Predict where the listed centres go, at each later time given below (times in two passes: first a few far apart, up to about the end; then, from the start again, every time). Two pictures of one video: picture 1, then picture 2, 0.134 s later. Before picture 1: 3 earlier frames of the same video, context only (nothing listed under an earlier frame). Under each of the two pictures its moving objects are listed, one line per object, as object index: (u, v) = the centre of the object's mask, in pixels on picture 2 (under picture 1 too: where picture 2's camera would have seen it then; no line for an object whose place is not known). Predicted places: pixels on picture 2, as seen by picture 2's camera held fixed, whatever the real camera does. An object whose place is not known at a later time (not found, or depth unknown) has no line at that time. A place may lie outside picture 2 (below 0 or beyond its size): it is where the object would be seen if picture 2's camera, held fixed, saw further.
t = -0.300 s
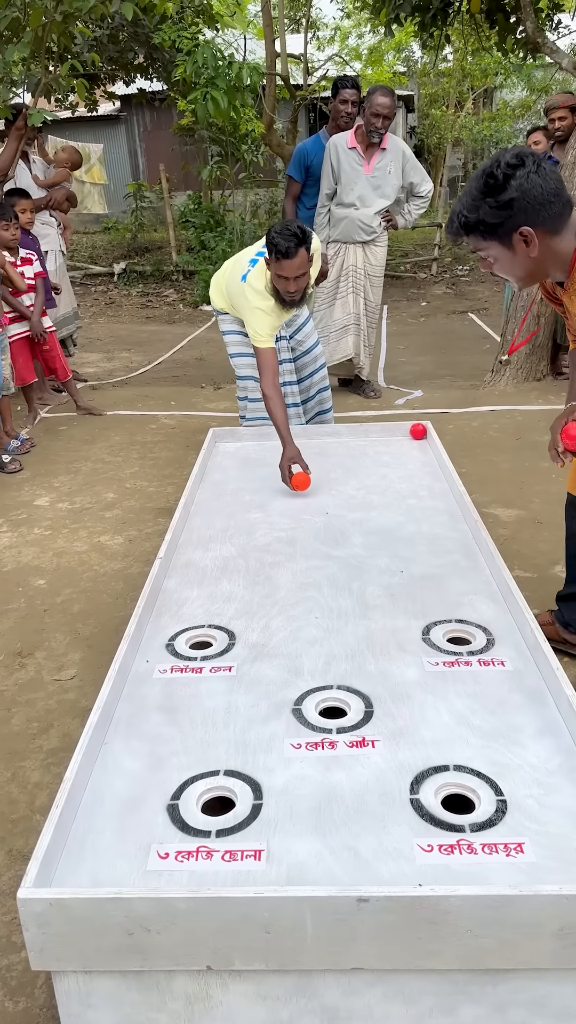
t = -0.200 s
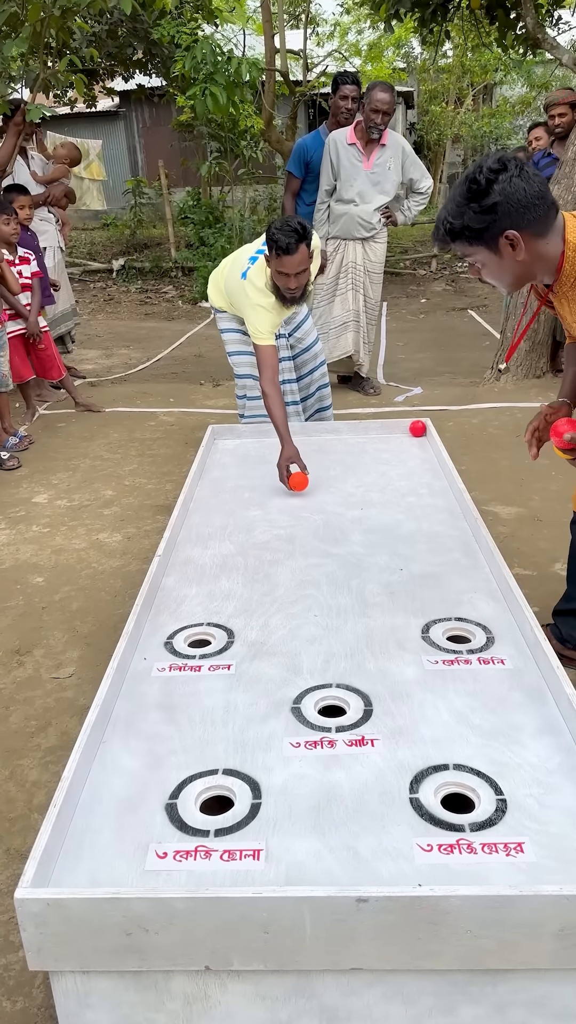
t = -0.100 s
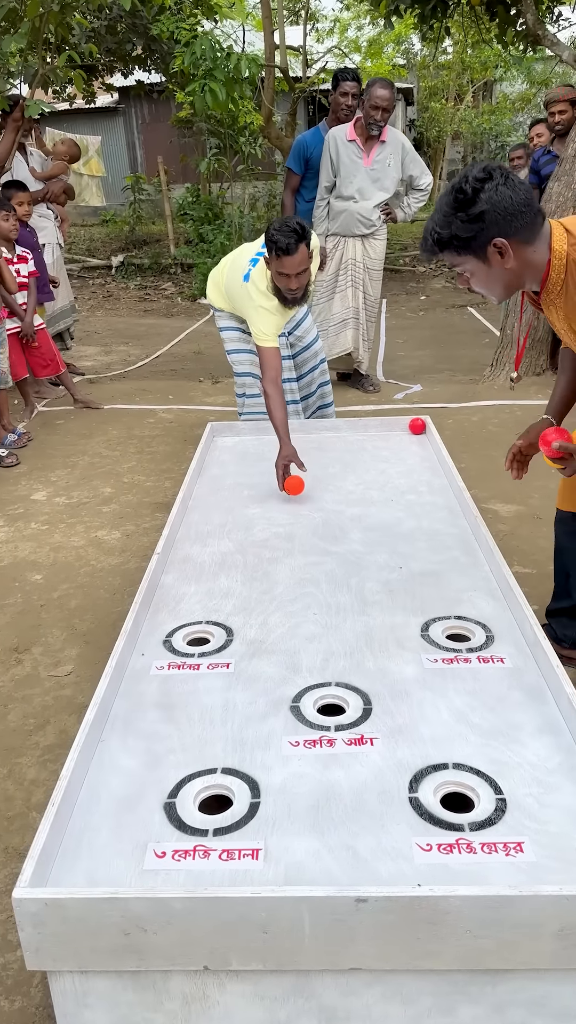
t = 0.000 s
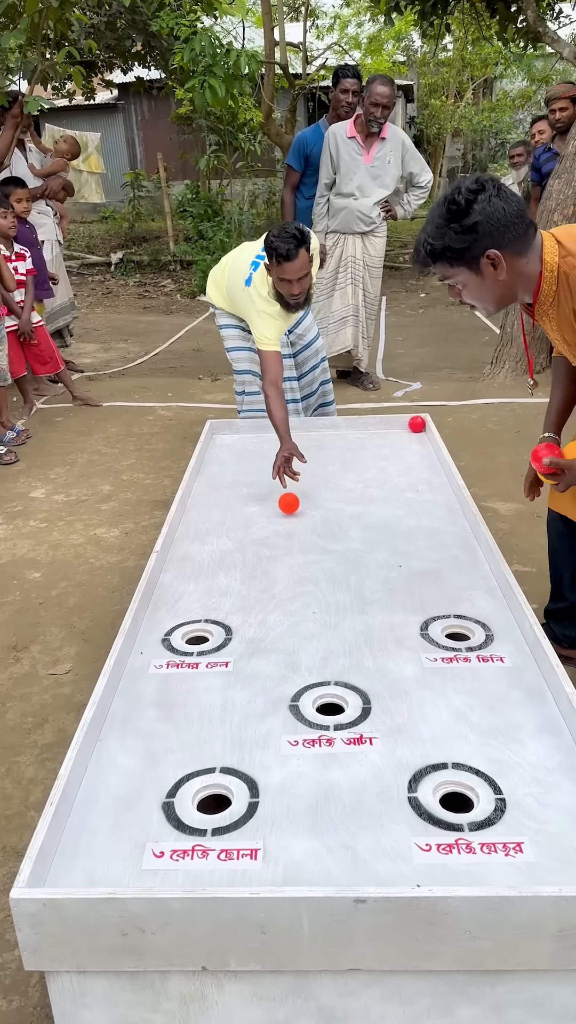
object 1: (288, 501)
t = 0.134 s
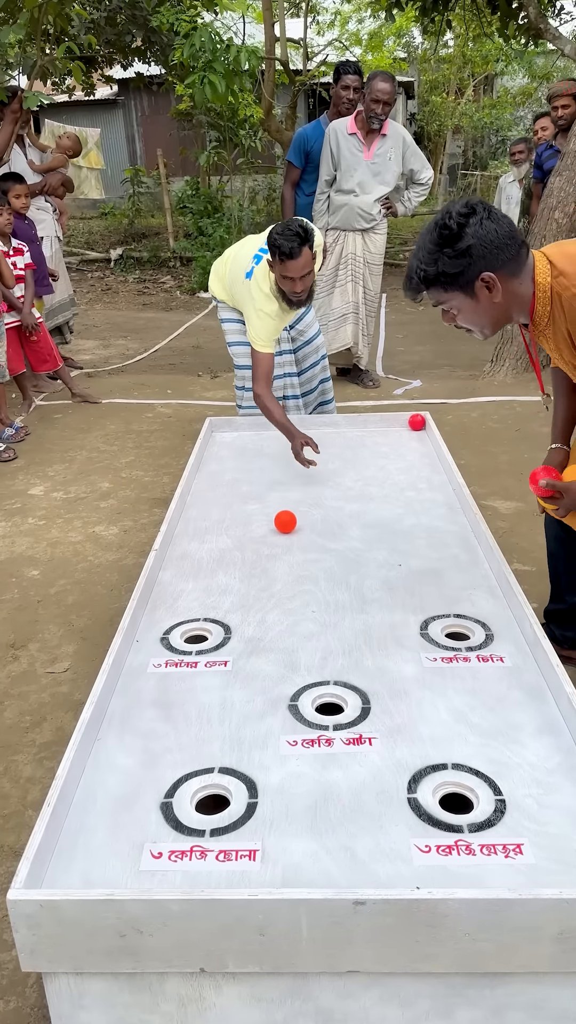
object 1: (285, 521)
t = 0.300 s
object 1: (282, 545)
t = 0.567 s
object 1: (276, 586)
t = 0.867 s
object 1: (274, 638)
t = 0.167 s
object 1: (284, 526)
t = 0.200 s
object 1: (284, 531)
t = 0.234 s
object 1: (283, 536)
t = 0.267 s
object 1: (282, 540)
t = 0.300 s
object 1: (282, 545)
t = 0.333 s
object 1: (281, 550)
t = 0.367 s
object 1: (280, 555)
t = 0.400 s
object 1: (279, 560)
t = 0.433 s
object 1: (279, 565)
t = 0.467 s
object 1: (278, 570)
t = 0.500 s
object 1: (277, 576)
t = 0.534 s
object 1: (277, 581)
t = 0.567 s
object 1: (276, 586)
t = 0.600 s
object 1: (276, 592)
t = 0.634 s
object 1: (275, 597)
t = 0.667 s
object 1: (275, 603)
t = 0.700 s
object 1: (275, 609)
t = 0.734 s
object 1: (274, 614)
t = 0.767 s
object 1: (274, 620)
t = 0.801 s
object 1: (274, 626)
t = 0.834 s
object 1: (274, 632)
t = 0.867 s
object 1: (274, 638)
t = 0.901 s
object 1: (274, 644)
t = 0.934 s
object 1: (274, 650)
